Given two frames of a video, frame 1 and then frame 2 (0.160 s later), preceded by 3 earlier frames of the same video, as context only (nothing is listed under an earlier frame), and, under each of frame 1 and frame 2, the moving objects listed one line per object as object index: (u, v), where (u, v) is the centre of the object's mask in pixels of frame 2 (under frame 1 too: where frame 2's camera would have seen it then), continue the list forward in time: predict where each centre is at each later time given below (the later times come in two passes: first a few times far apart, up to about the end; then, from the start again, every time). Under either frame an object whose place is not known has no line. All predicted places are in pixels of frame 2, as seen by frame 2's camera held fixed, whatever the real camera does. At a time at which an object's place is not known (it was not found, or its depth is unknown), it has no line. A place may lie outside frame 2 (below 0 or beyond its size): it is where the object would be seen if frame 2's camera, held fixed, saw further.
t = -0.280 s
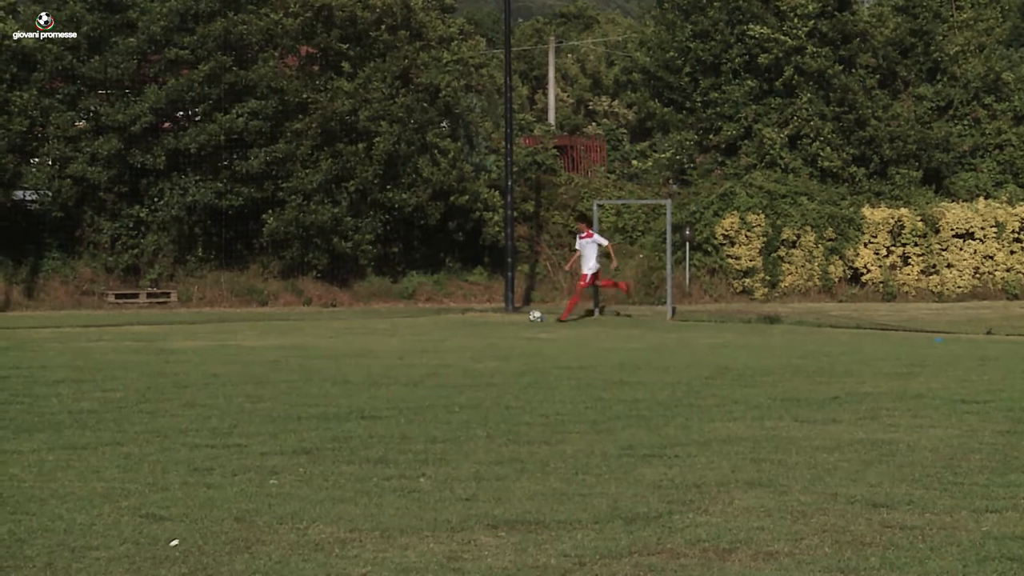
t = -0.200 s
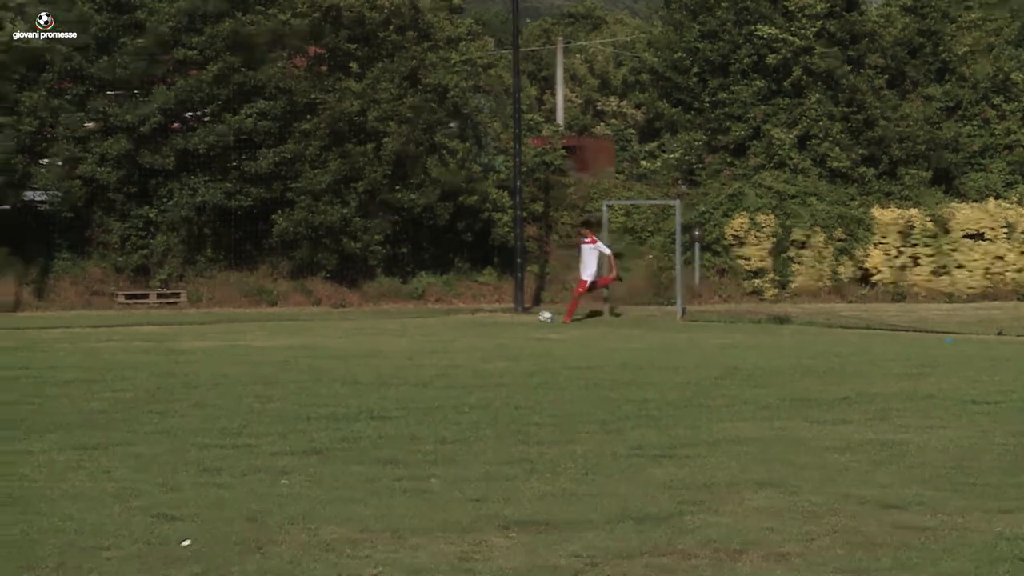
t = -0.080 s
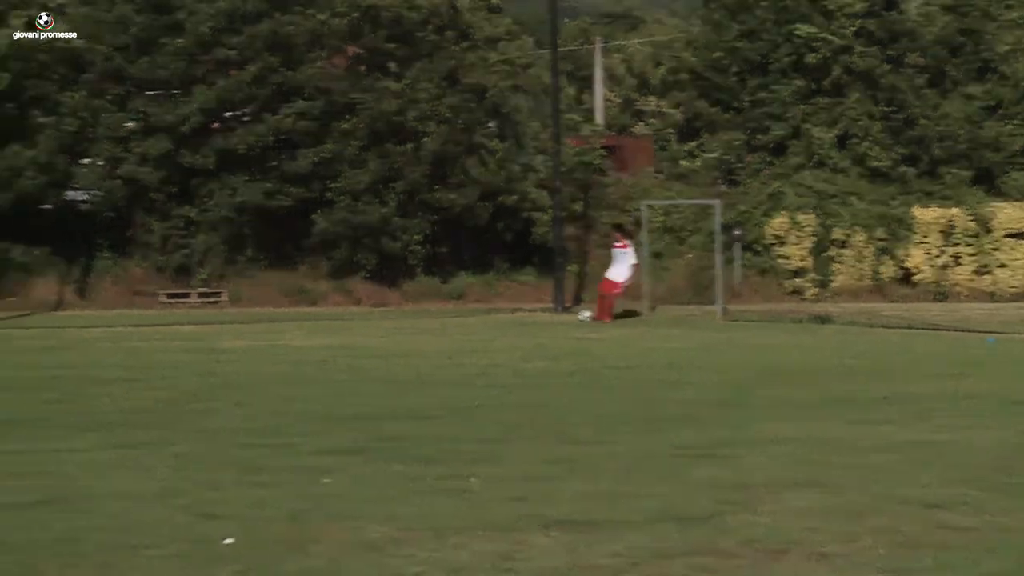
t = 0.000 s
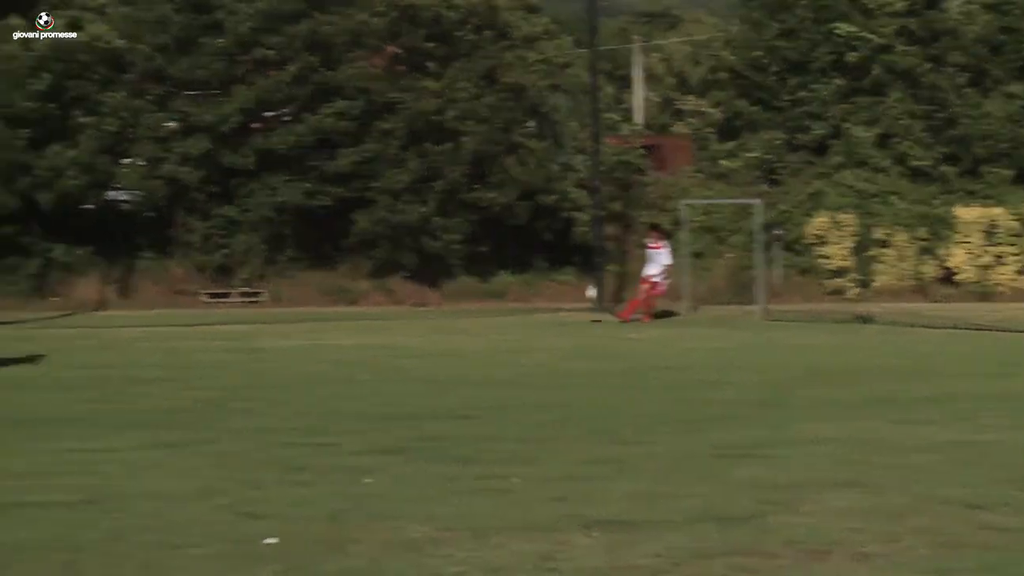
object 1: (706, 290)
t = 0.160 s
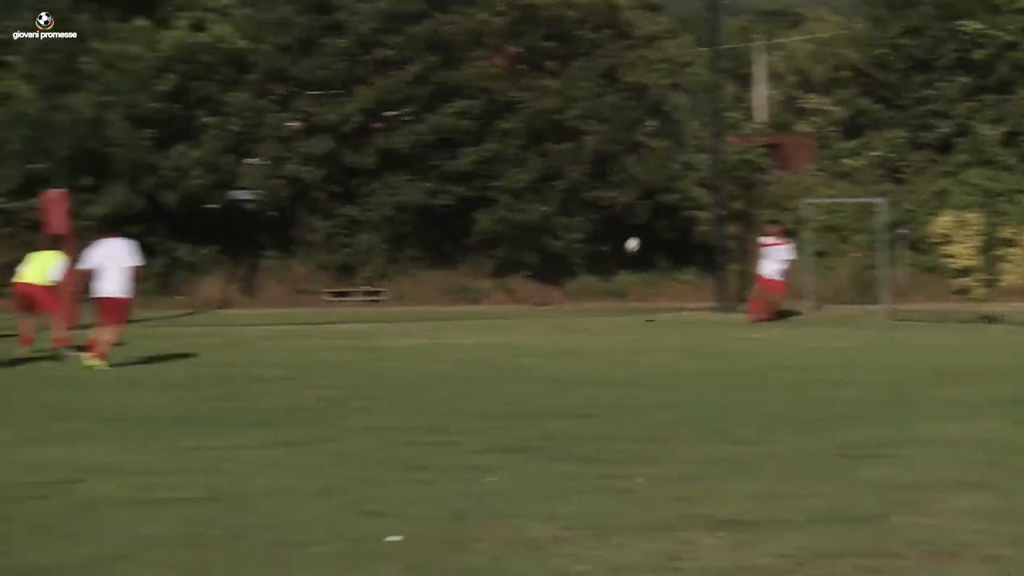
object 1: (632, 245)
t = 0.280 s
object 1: (574, 215)
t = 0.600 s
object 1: (418, 167)
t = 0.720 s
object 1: (362, 163)
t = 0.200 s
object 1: (614, 234)
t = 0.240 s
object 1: (594, 224)
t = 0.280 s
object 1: (574, 215)
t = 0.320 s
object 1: (555, 206)
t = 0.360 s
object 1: (536, 198)
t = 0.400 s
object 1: (516, 191)
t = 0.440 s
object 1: (496, 185)
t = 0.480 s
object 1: (477, 179)
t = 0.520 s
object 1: (457, 174)
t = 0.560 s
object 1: (437, 170)
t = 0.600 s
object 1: (418, 167)
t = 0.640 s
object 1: (398, 164)
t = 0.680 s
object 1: (378, 163)
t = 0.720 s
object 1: (362, 163)
